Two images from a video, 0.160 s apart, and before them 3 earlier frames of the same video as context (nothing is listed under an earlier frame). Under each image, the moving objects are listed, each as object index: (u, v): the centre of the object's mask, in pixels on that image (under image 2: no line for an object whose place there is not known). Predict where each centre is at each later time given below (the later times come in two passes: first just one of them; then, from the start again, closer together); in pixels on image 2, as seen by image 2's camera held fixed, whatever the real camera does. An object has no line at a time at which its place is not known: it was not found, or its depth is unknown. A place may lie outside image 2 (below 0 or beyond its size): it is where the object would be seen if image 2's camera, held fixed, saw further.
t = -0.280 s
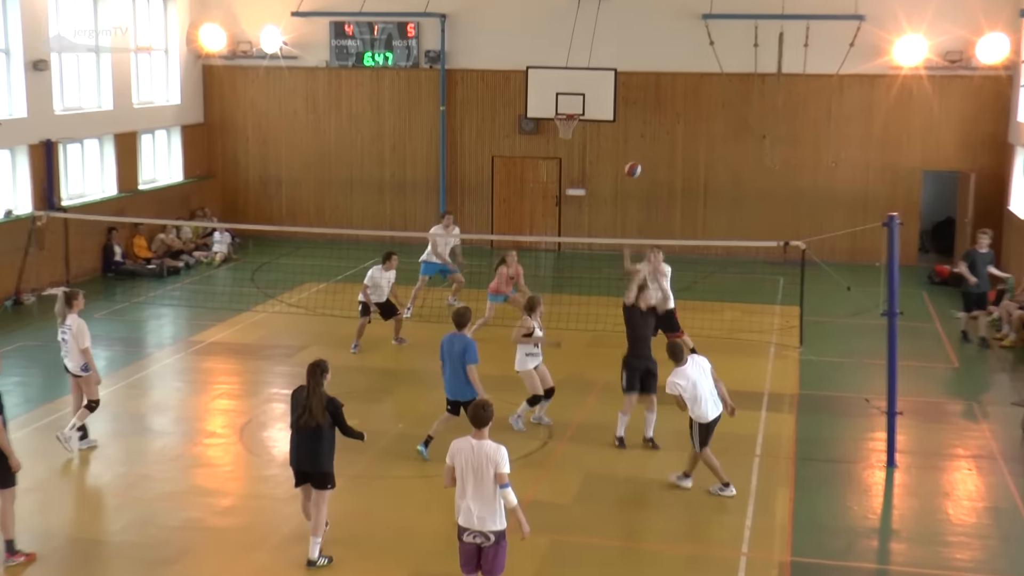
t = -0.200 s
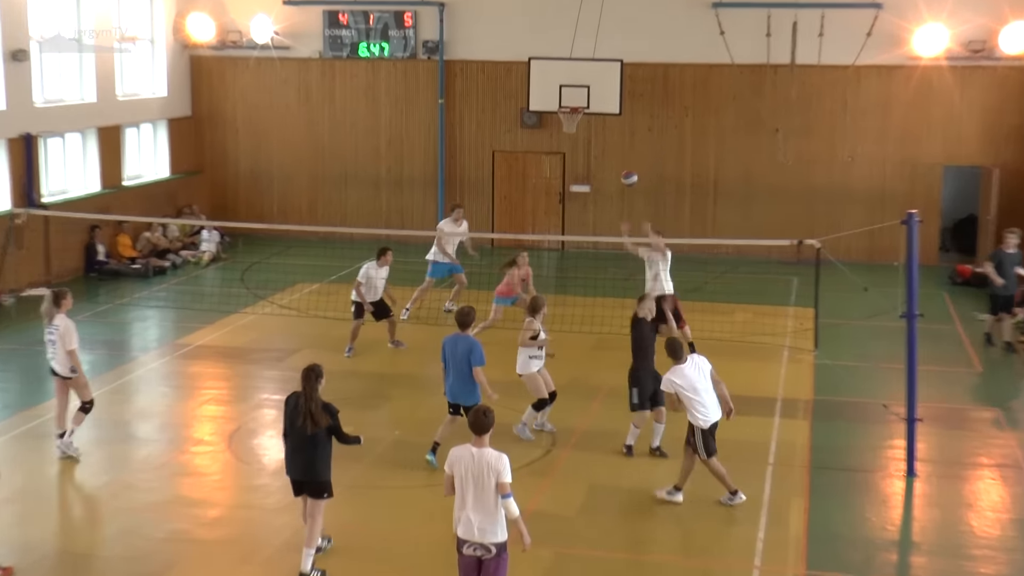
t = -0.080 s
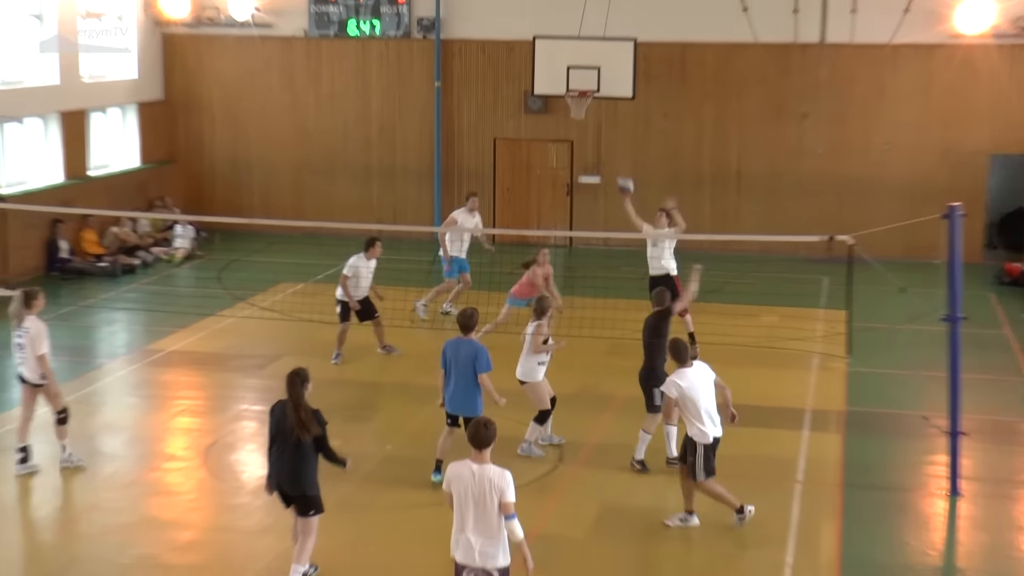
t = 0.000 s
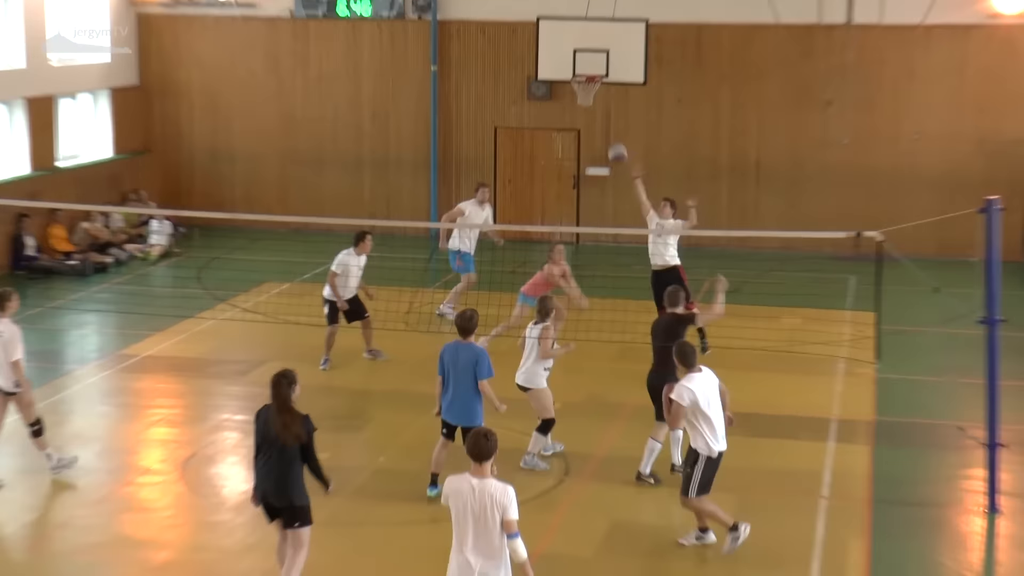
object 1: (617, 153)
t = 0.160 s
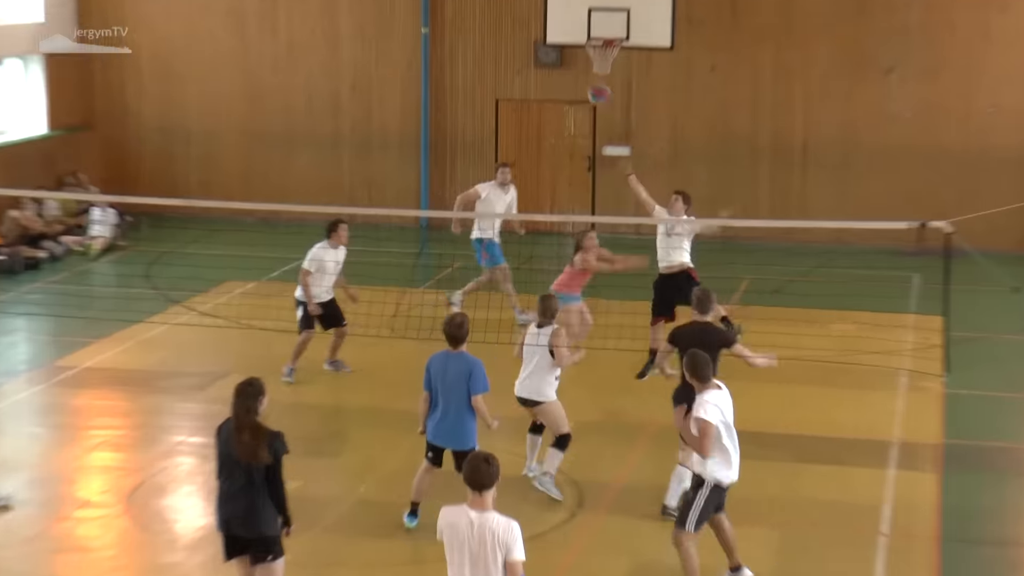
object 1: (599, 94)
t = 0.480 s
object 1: (516, 99)
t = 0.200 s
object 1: (590, 85)
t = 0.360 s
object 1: (550, 83)
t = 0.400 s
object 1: (538, 85)
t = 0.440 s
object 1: (527, 91)
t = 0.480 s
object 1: (516, 99)
